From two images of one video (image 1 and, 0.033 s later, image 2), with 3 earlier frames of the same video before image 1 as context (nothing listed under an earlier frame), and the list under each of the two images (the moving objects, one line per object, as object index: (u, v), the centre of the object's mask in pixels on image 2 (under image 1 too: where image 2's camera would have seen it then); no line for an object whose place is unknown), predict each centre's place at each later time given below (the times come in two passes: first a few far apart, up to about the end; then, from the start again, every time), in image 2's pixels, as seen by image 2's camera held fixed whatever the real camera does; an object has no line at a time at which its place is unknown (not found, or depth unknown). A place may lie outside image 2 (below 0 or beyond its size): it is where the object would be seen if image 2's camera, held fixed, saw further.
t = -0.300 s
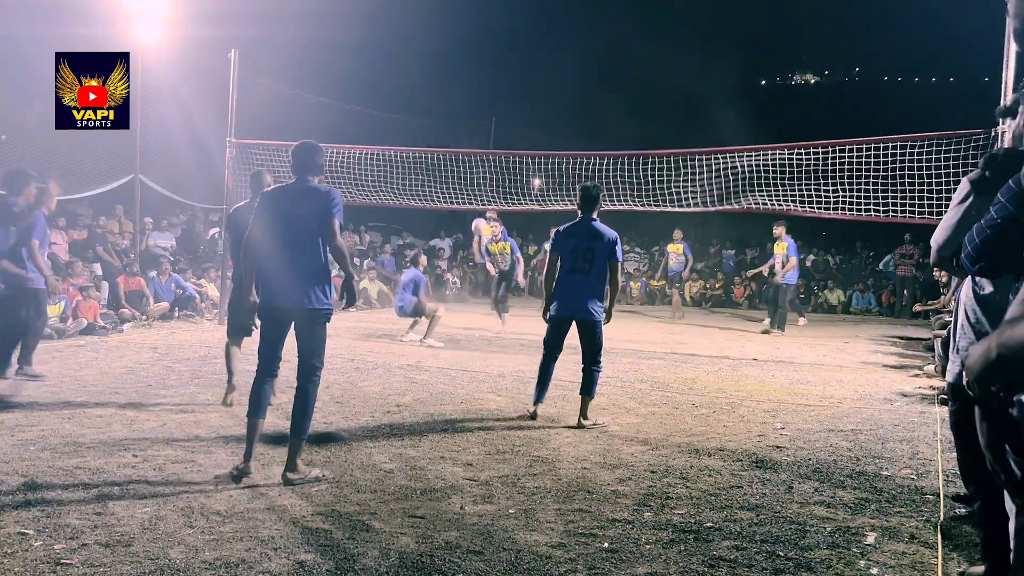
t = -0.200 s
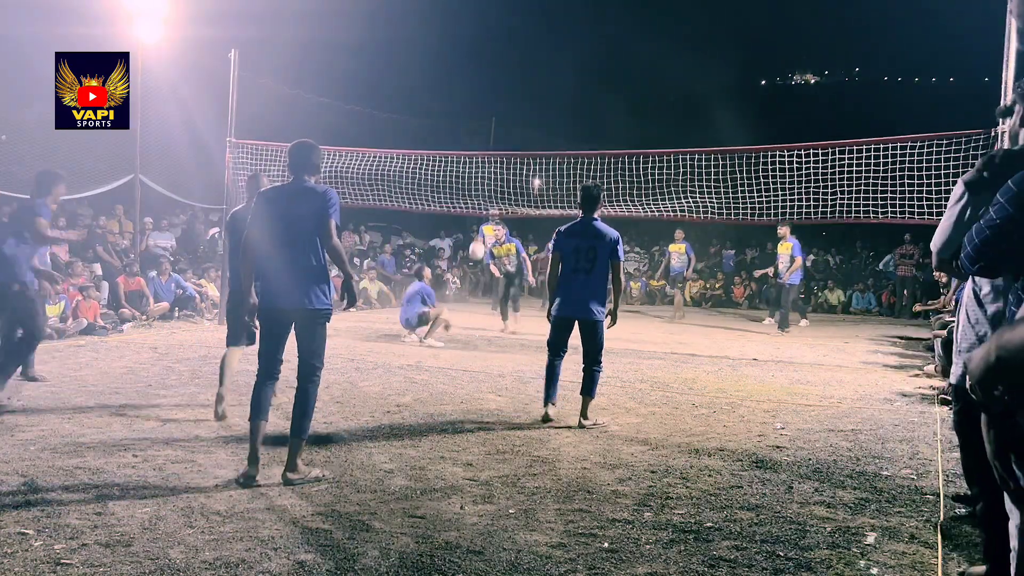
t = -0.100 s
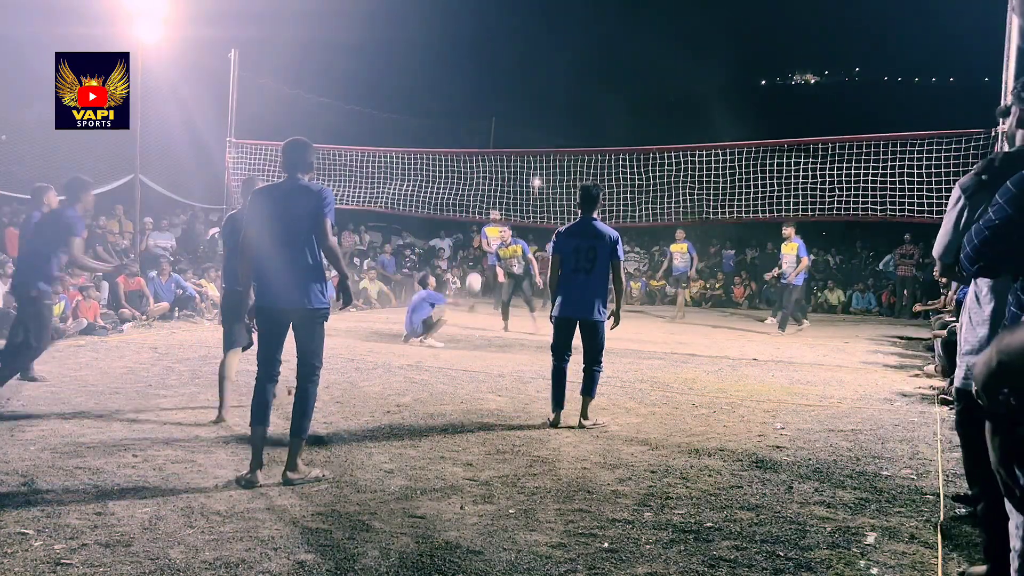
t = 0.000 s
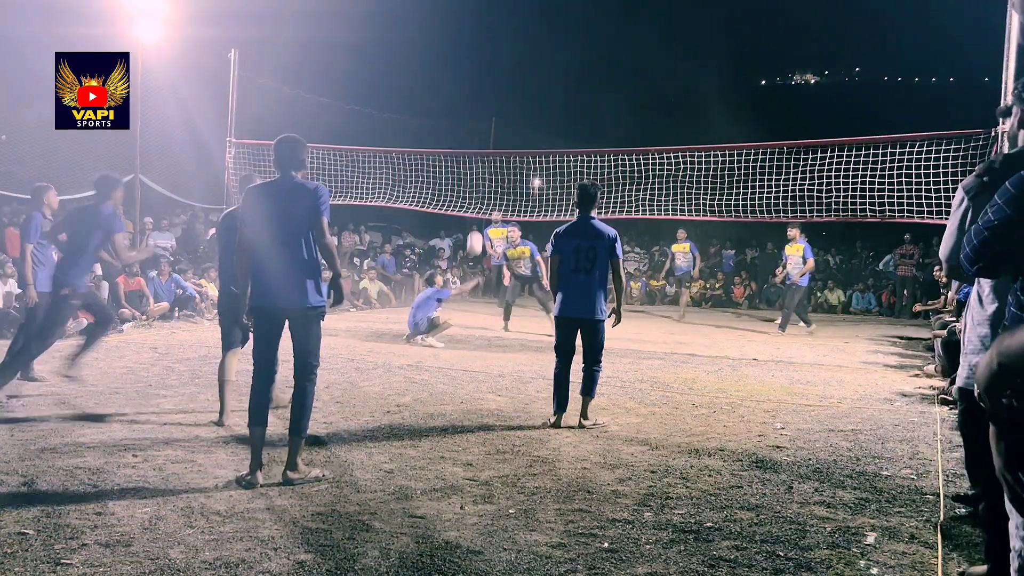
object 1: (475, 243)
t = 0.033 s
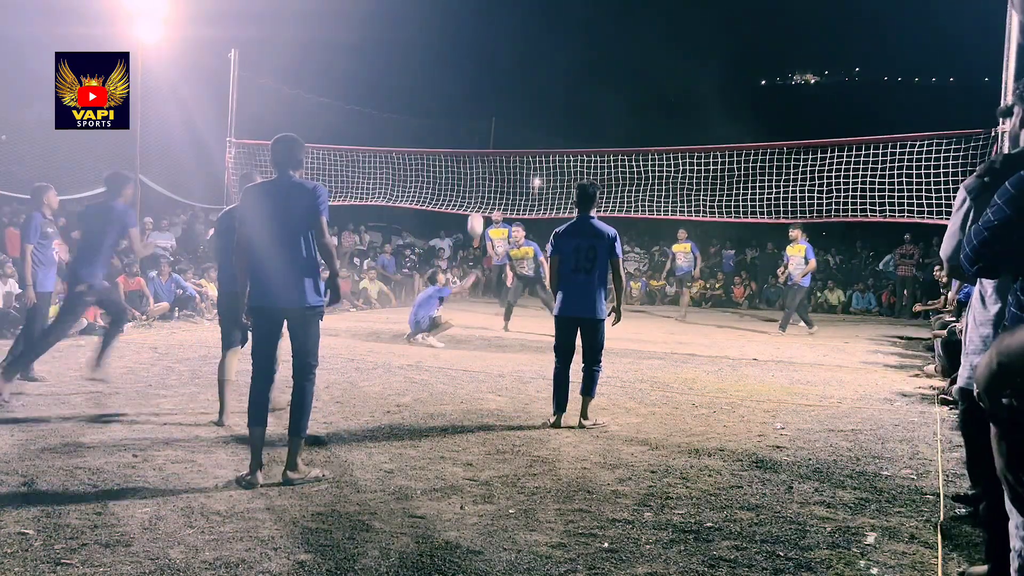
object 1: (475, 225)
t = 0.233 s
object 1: (479, 131)
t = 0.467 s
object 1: (481, 58)
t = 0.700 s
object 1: (481, 28)
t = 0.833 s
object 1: (480, 33)
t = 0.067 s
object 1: (476, 208)
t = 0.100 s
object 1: (477, 190)
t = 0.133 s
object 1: (477, 174)
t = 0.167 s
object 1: (478, 159)
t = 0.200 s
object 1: (478, 144)
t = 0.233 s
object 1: (479, 131)
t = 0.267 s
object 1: (479, 118)
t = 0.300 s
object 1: (480, 106)
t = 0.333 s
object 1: (480, 94)
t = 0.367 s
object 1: (480, 84)
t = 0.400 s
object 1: (480, 74)
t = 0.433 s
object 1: (480, 65)
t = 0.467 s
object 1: (481, 58)
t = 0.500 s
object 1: (481, 51)
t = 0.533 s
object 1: (481, 44)
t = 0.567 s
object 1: (481, 39)
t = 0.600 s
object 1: (481, 35)
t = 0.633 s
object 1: (481, 32)
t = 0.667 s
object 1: (481, 29)
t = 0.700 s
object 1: (481, 28)
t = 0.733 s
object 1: (481, 28)
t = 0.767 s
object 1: (480, 28)
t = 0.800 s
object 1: (480, 30)
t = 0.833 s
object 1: (480, 33)
